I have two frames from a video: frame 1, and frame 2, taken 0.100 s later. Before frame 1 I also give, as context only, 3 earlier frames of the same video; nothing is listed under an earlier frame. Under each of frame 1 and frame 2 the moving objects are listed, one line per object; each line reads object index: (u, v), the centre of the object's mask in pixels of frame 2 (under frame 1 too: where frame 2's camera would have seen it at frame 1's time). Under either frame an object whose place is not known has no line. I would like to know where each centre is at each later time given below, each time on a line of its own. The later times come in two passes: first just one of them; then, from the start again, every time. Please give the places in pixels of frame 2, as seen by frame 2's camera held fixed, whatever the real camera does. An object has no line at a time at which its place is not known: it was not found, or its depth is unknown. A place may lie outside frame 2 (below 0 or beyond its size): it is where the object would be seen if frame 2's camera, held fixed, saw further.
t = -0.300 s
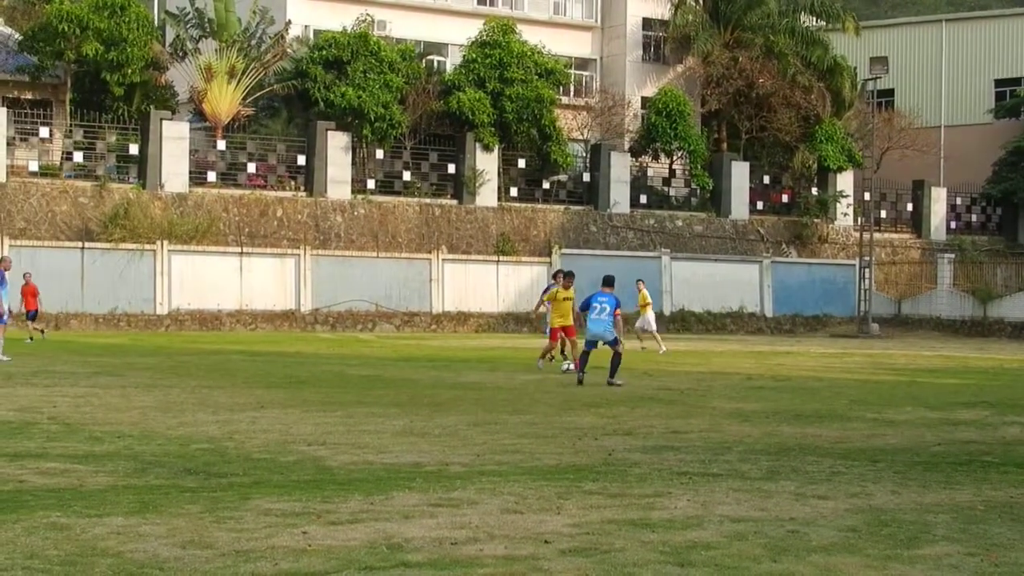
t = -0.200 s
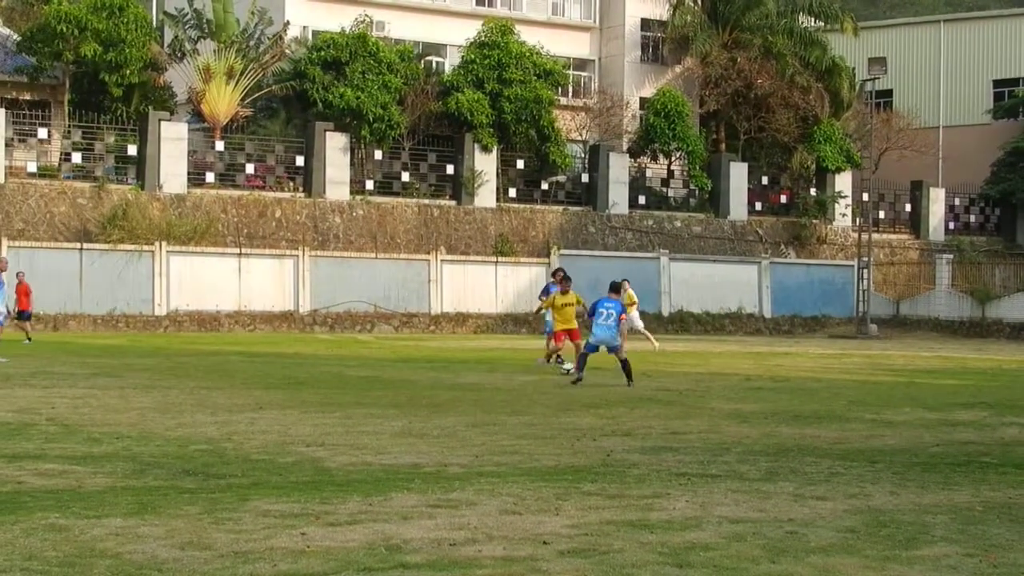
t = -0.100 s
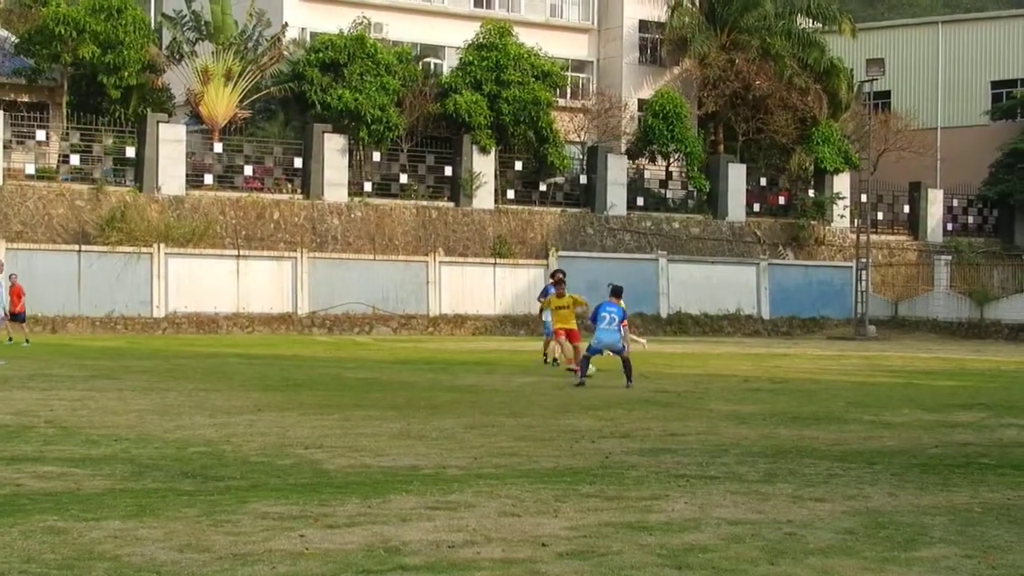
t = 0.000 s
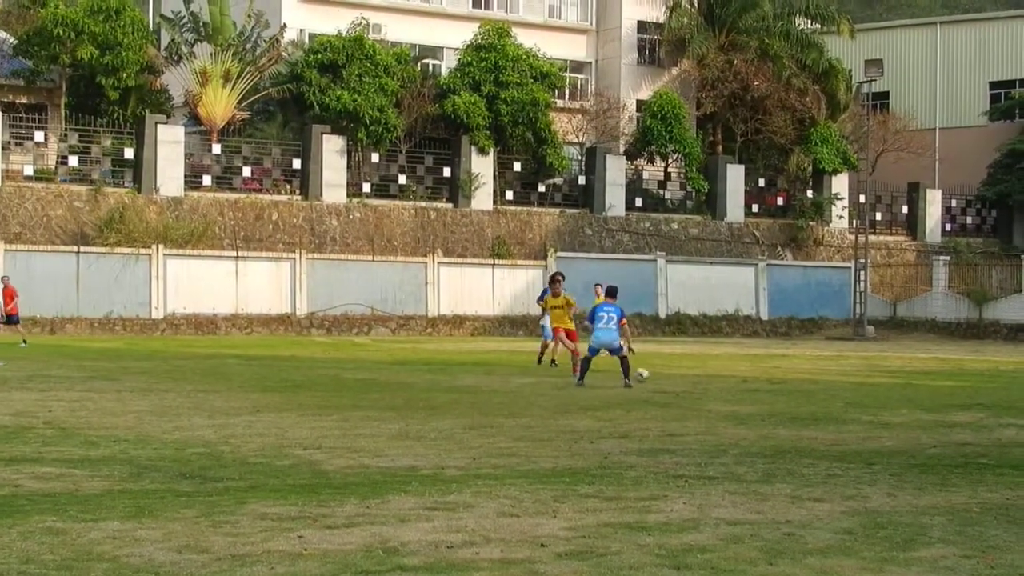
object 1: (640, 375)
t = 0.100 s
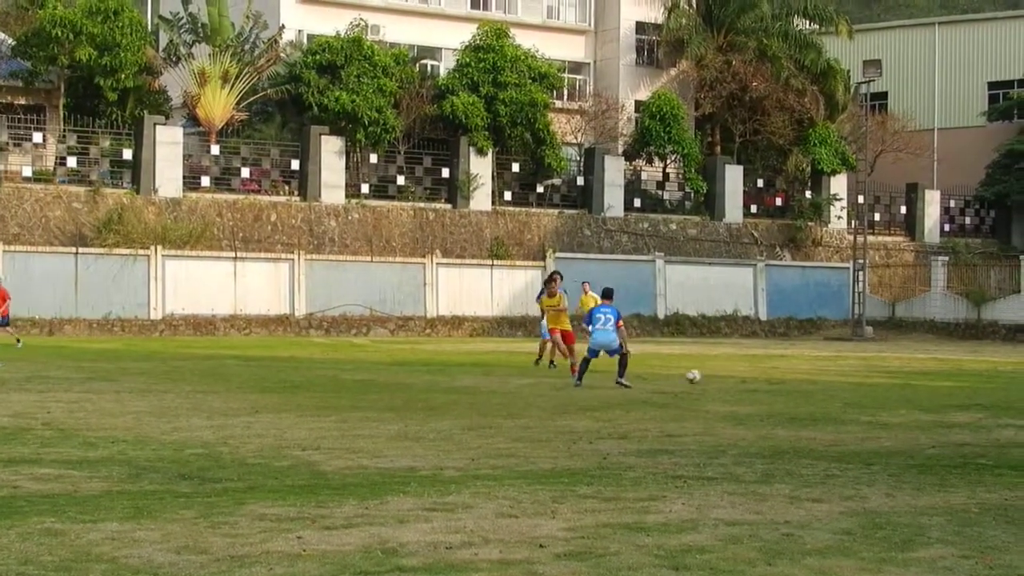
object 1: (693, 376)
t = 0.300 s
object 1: (799, 385)
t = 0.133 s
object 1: (710, 377)
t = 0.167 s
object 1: (728, 377)
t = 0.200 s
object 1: (746, 380)
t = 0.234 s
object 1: (764, 382)
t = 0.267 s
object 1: (781, 383)
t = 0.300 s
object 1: (799, 385)
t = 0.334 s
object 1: (816, 385)
